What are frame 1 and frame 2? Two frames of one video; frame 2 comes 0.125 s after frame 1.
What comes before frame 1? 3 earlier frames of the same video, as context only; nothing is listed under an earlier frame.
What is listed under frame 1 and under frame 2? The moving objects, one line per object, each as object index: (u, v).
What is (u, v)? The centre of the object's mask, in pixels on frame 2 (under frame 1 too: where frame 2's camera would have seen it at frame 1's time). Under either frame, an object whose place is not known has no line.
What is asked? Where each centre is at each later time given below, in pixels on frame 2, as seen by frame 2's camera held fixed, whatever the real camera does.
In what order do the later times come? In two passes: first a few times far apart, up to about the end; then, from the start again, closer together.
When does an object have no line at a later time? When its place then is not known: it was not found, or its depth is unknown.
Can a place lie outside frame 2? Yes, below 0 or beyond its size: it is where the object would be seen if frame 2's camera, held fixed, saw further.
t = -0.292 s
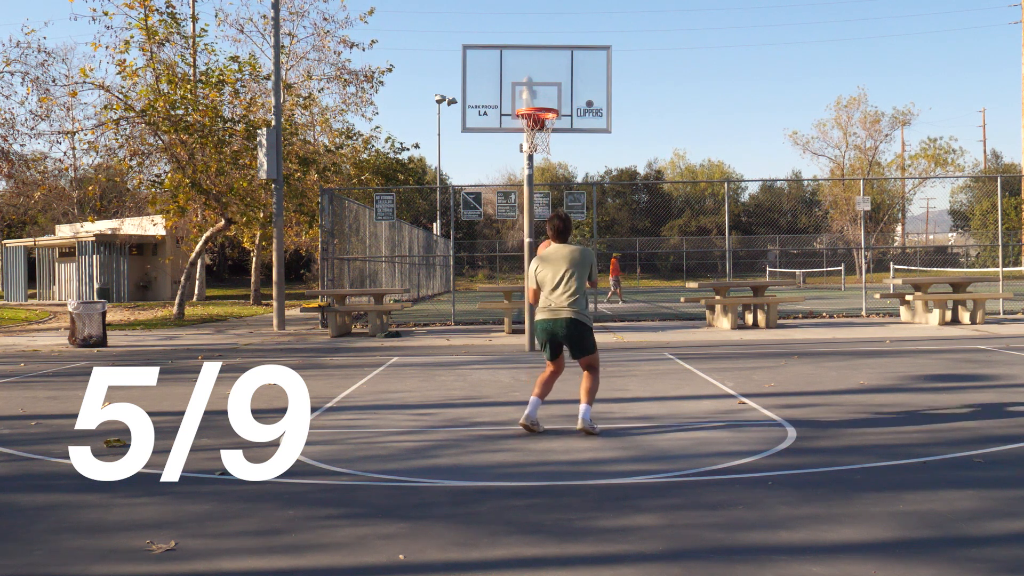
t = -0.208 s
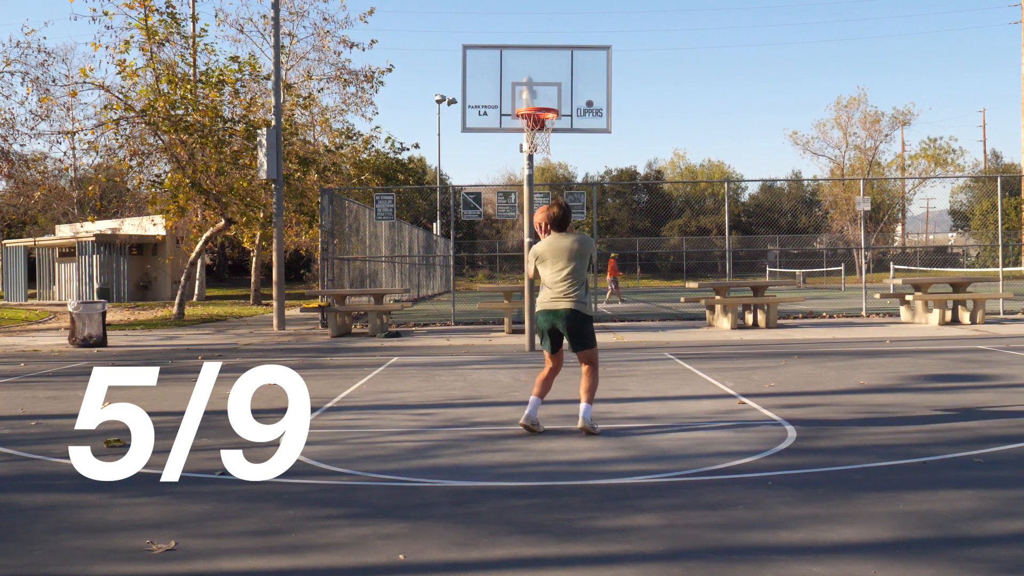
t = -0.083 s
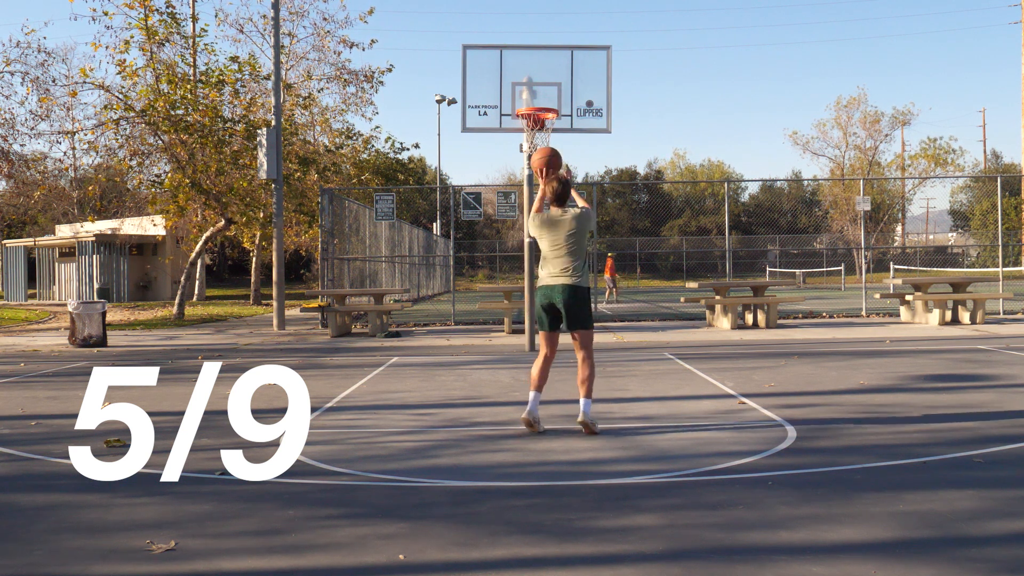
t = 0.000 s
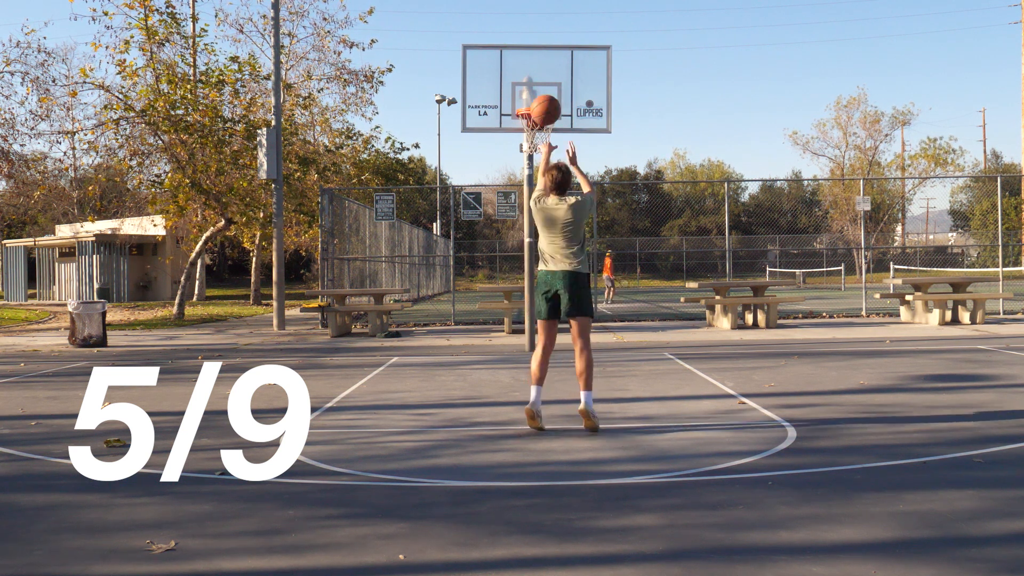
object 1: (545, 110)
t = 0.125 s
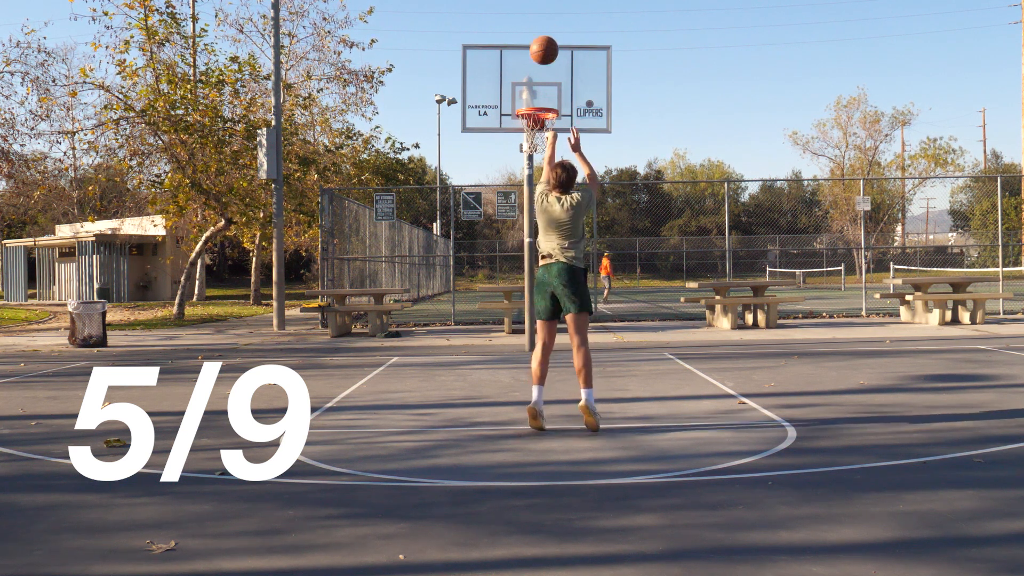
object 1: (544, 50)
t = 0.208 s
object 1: (544, 24)
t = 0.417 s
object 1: (543, 4)
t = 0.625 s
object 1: (544, 13)
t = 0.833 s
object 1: (546, 65)
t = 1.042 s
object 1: (538, 132)
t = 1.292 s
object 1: (509, 181)
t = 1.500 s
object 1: (486, 258)
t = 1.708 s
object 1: (466, 355)
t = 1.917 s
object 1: (449, 281)
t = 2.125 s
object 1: (432, 240)
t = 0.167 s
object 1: (544, 36)
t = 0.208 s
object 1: (544, 24)
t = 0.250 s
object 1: (544, 14)
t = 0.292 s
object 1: (543, 9)
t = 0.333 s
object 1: (543, 6)
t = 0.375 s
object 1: (543, 5)
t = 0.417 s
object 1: (543, 4)
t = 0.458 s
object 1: (543, 4)
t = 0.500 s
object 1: (544, 4)
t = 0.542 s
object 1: (544, 6)
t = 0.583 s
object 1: (544, 8)
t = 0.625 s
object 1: (544, 13)
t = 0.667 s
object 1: (544, 21)
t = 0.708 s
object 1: (545, 30)
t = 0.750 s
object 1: (545, 40)
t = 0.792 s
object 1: (545, 52)
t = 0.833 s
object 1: (546, 65)
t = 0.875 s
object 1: (546, 78)
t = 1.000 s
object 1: (539, 123)
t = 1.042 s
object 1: (538, 132)
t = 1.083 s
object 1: (530, 143)
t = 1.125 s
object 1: (527, 146)
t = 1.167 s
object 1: (522, 152)
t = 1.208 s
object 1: (517, 161)
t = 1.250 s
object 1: (513, 170)
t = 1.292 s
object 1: (509, 181)
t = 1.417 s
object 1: (494, 223)
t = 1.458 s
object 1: (489, 240)
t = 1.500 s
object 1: (486, 258)
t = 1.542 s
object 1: (482, 277)
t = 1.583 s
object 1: (477, 298)
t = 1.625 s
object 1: (473, 320)
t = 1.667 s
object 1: (470, 343)
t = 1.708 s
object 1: (466, 355)
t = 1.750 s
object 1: (462, 337)
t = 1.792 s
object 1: (459, 321)
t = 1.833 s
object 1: (456, 306)
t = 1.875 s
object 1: (452, 293)
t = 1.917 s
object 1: (449, 281)
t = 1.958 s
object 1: (445, 270)
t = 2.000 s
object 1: (442, 260)
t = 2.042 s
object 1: (438, 252)
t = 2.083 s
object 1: (435, 245)
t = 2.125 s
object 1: (432, 240)
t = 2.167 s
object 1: (428, 236)
